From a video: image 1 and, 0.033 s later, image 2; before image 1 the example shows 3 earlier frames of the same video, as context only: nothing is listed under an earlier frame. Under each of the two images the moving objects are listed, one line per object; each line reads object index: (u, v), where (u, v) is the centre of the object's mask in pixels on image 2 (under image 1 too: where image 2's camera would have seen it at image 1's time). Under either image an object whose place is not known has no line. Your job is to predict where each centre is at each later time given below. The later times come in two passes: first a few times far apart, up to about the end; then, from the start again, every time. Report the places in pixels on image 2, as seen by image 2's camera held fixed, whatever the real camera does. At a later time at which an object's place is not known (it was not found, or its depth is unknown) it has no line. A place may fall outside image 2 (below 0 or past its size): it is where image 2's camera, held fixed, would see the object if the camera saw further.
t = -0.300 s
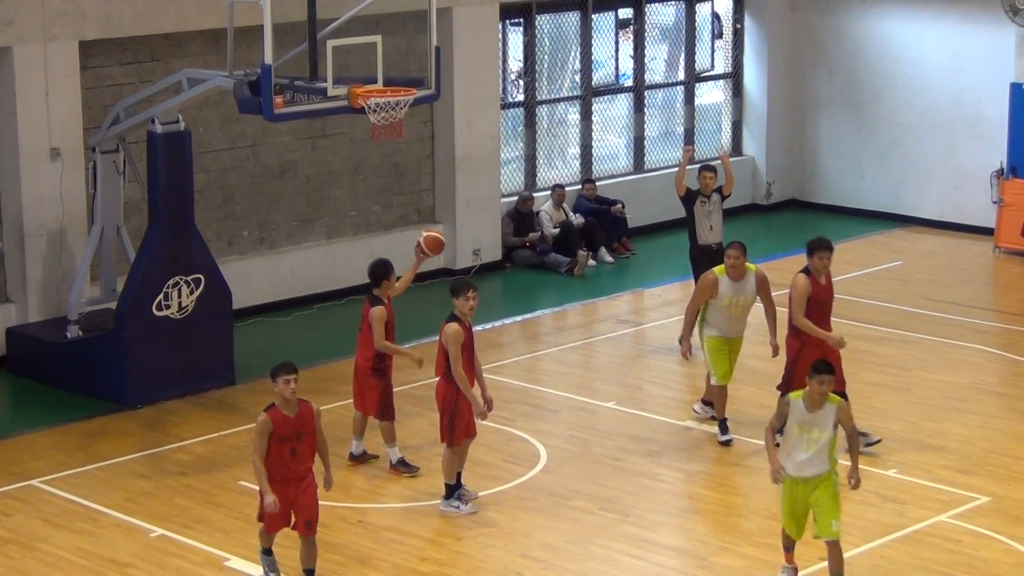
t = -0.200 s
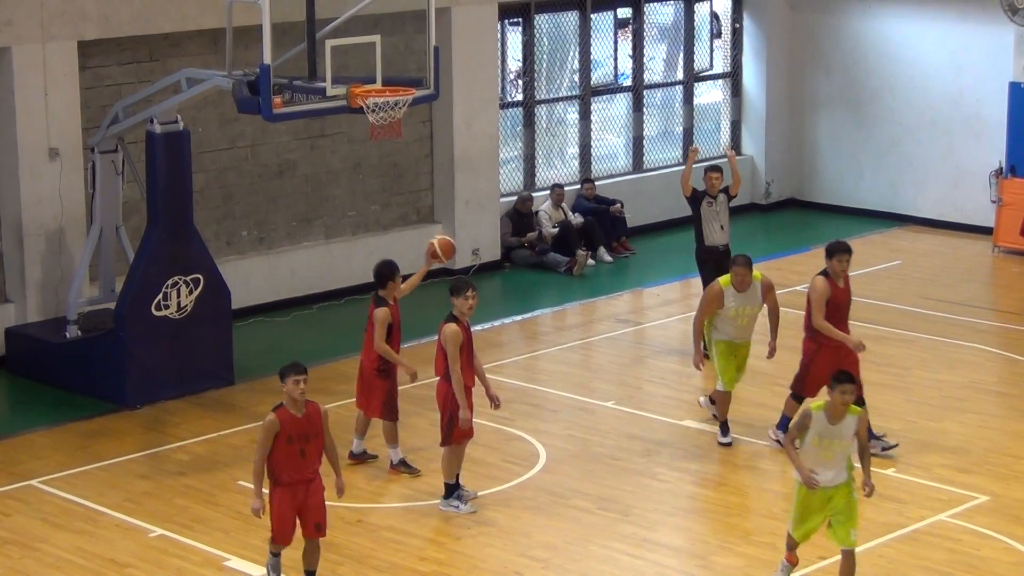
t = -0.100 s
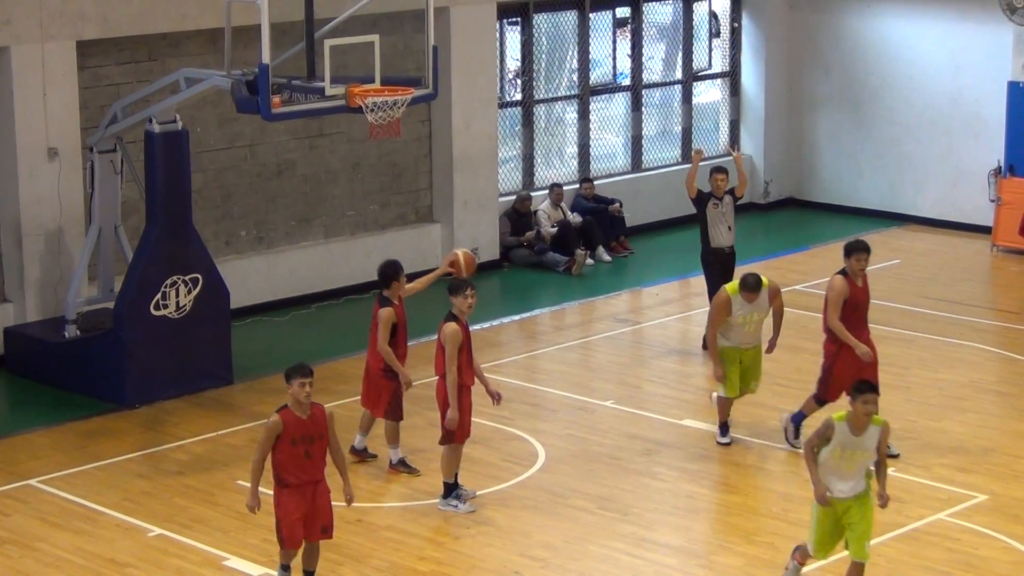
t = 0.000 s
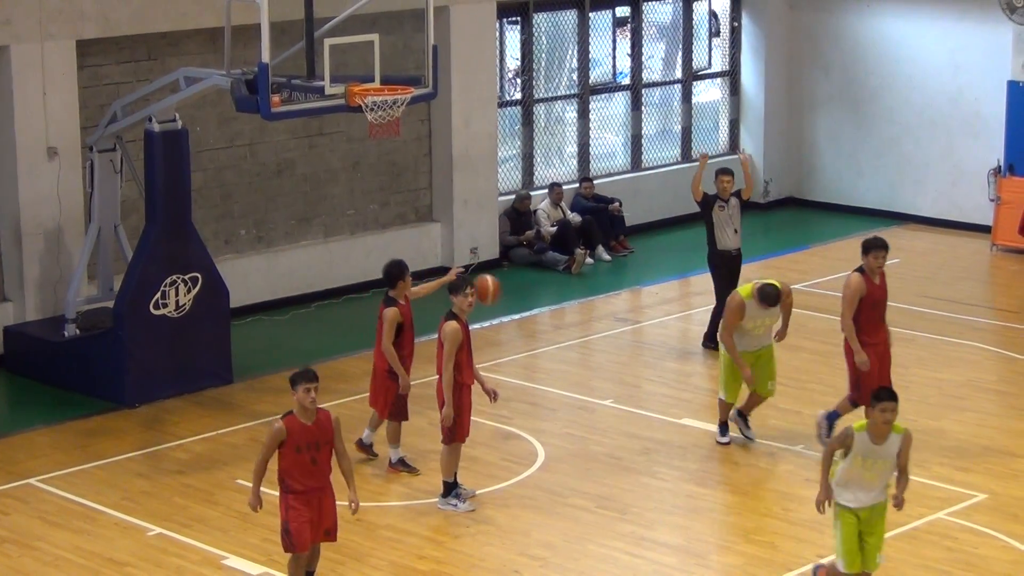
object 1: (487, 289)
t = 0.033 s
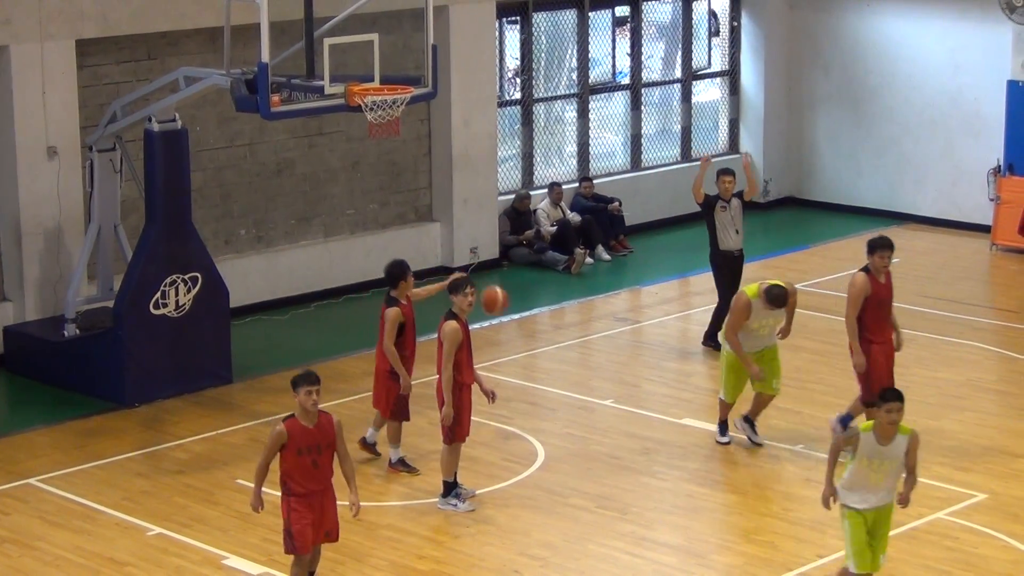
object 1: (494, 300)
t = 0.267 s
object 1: (550, 412)
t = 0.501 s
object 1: (583, 332)
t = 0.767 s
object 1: (620, 298)
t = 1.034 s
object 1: (657, 342)
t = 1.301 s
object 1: (692, 357)
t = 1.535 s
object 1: (719, 321)
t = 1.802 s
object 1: (752, 350)
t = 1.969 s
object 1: (771, 366)
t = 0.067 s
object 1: (502, 312)
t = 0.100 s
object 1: (510, 328)
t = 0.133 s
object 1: (518, 342)
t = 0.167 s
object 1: (526, 358)
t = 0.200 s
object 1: (534, 375)
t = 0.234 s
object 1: (542, 394)
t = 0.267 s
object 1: (550, 412)
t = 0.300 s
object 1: (555, 407)
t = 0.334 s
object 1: (559, 391)
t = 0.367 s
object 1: (564, 377)
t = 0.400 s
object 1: (569, 364)
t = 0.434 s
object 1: (574, 352)
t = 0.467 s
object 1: (578, 341)
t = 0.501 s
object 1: (583, 332)
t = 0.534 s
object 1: (587, 324)
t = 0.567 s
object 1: (592, 316)
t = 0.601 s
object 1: (597, 310)
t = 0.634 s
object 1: (602, 305)
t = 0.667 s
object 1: (607, 301)
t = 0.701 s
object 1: (611, 298)
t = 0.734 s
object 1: (615, 298)
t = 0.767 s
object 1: (620, 298)
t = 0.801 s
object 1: (625, 299)
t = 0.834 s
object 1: (629, 301)
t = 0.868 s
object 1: (634, 305)
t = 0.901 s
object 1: (639, 310)
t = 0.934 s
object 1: (643, 316)
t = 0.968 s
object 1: (648, 325)
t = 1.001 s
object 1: (652, 333)
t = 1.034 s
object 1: (657, 342)
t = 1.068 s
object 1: (662, 353)
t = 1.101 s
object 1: (666, 364)
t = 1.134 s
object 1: (671, 377)
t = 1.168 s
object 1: (675, 391)
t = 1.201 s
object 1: (679, 389)
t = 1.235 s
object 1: (683, 377)
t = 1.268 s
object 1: (687, 367)
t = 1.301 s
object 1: (692, 357)
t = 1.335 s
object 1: (695, 348)
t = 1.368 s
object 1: (699, 340)
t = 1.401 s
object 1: (704, 334)
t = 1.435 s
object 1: (707, 329)
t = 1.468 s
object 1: (711, 325)
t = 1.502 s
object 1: (716, 323)
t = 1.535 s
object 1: (719, 321)
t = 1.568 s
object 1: (723, 321)
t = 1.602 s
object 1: (727, 321)
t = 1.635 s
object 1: (731, 323)
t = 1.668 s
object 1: (735, 326)
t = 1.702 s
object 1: (739, 330)
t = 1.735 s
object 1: (744, 336)
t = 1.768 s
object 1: (748, 342)
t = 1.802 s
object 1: (752, 350)
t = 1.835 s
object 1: (756, 359)
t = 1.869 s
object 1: (759, 368)
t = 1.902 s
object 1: (763, 380)
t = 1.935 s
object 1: (767, 374)
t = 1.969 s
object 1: (771, 366)
